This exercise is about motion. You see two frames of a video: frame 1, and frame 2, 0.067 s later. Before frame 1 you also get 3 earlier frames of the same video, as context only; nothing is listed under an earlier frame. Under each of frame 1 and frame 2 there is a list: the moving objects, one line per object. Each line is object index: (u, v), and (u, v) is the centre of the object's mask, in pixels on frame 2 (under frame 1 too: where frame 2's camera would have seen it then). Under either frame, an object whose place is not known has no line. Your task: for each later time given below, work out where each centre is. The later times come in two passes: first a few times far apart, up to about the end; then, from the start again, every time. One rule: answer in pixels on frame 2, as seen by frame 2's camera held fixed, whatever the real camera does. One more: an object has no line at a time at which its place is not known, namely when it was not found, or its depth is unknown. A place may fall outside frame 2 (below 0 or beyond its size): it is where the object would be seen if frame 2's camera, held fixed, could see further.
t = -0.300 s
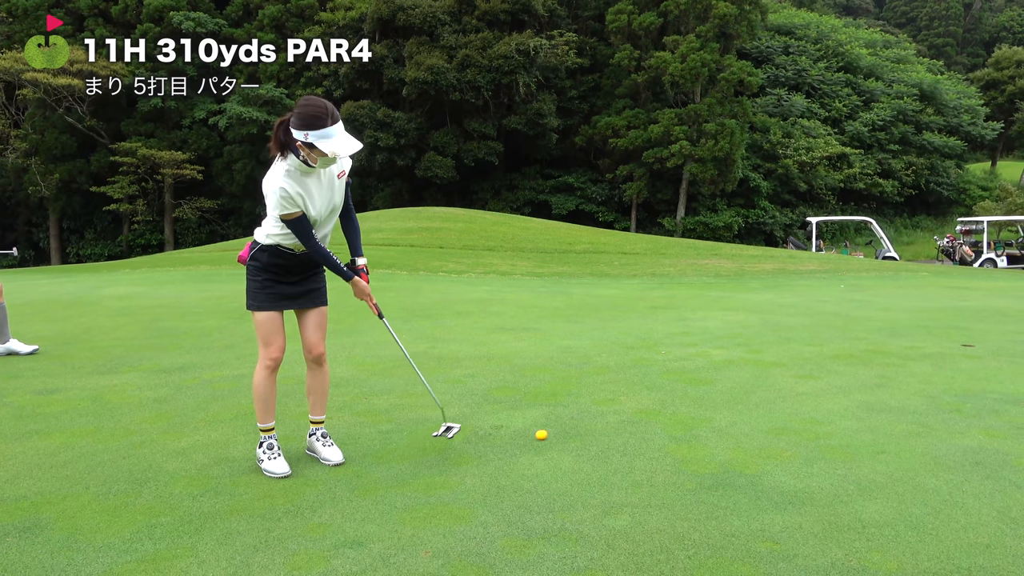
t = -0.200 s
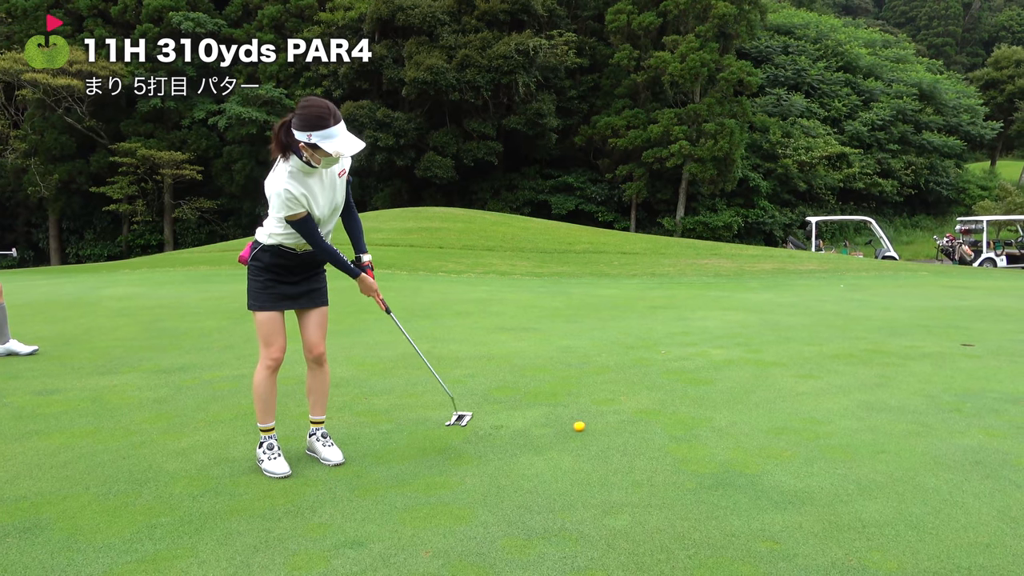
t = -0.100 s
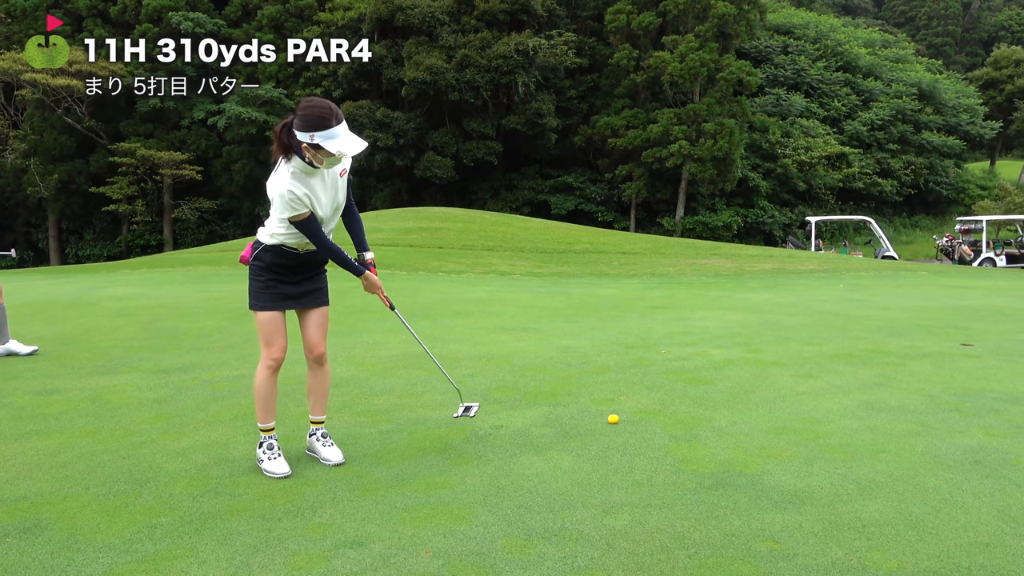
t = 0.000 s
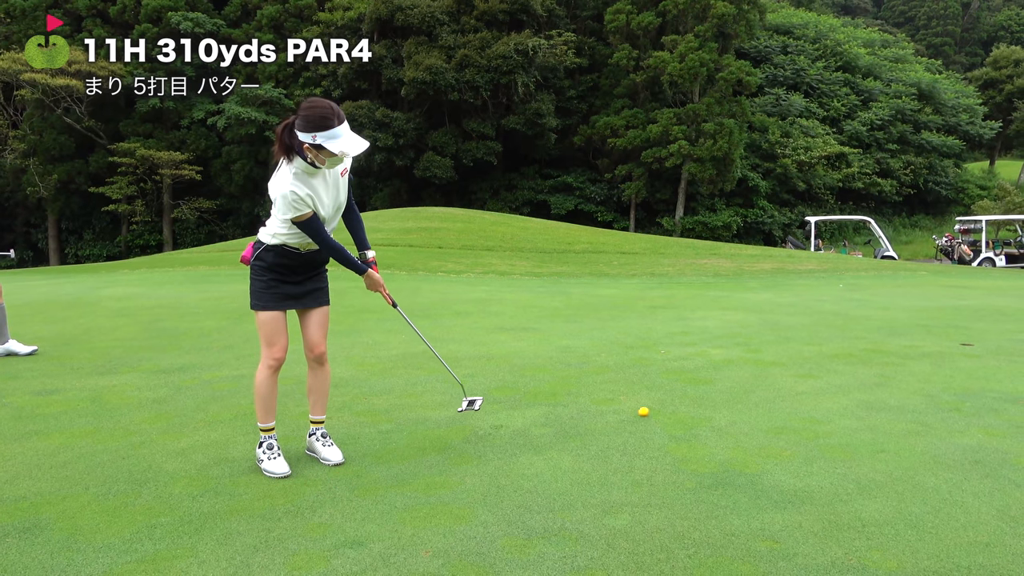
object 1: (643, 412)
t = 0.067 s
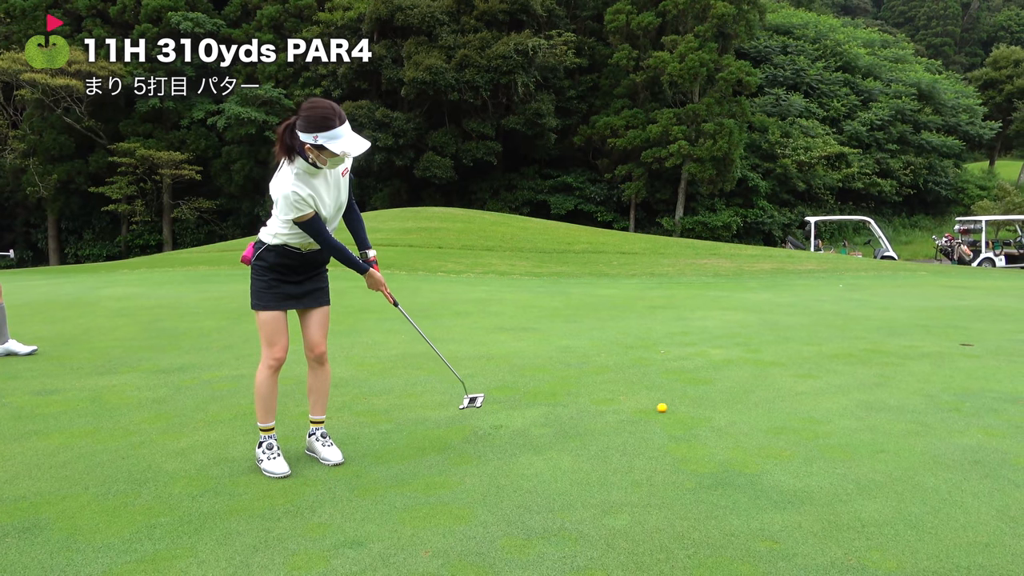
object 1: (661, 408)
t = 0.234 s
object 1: (703, 399)
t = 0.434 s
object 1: (744, 390)
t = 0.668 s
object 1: (783, 382)
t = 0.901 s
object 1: (814, 375)
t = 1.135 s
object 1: (838, 370)
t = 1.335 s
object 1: (854, 367)
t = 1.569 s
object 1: (868, 363)
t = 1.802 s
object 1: (878, 361)
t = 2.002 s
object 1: (884, 359)
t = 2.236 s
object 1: (888, 358)
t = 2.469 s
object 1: (889, 358)
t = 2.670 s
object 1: (890, 358)
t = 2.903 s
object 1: (890, 358)
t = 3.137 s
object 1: (890, 358)
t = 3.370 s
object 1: (890, 358)
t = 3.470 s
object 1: (890, 358)
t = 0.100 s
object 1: (671, 406)
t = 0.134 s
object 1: (679, 404)
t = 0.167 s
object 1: (687, 402)
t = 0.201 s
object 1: (695, 401)
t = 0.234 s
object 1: (703, 399)
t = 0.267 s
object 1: (711, 398)
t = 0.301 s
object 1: (718, 396)
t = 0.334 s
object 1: (725, 394)
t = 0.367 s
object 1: (731, 393)
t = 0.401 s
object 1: (738, 392)
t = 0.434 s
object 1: (744, 390)
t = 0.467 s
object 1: (750, 389)
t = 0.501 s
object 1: (756, 387)
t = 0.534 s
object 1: (762, 386)
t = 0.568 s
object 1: (768, 385)
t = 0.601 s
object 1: (773, 384)
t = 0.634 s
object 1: (778, 383)
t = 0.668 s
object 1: (783, 382)
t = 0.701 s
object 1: (788, 381)
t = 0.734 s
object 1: (793, 380)
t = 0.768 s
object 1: (797, 379)
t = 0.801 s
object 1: (802, 378)
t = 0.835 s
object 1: (806, 377)
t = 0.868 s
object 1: (810, 376)
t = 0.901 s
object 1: (814, 375)
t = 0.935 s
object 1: (818, 374)
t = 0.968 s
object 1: (822, 374)
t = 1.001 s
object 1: (825, 373)
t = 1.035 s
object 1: (828, 372)
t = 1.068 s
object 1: (831, 371)
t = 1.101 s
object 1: (835, 371)
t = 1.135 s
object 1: (838, 370)
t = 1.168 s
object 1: (841, 369)
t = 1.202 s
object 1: (843, 369)
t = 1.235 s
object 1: (846, 368)
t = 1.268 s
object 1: (849, 368)
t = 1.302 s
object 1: (851, 367)
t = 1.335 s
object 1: (854, 367)
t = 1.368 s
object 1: (856, 366)
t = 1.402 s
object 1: (858, 366)
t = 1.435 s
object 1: (860, 365)
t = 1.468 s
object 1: (862, 365)
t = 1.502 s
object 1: (865, 364)
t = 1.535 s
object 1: (866, 364)
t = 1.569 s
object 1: (868, 363)
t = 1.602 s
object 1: (870, 363)
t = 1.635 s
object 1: (871, 362)
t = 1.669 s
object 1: (873, 362)
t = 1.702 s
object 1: (874, 362)
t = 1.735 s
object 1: (876, 361)
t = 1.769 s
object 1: (877, 361)
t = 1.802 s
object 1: (878, 361)
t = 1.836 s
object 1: (879, 361)
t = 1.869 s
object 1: (880, 360)
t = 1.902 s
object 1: (881, 360)
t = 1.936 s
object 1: (882, 360)
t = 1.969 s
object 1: (883, 360)
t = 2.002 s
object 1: (884, 359)
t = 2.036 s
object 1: (885, 359)
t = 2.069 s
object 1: (885, 359)
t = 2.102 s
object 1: (886, 359)
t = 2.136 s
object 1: (886, 359)
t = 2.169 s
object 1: (887, 358)
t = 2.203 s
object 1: (887, 358)
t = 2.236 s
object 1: (888, 358)
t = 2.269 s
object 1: (888, 358)
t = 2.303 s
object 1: (889, 358)
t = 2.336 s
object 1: (889, 358)
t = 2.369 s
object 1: (889, 358)
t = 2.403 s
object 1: (889, 358)
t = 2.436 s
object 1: (889, 358)
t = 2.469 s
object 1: (889, 358)
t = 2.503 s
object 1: (890, 358)
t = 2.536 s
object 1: (890, 358)
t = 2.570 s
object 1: (890, 358)
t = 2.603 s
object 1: (890, 358)
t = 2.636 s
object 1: (890, 358)
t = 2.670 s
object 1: (890, 358)
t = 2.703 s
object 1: (890, 358)
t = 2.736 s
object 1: (890, 358)
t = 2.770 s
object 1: (890, 358)
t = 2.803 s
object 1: (890, 358)
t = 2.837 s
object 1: (890, 358)
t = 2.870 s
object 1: (890, 358)
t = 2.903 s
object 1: (890, 358)
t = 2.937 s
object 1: (890, 358)
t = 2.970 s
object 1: (890, 358)
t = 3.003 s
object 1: (890, 358)
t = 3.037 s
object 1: (890, 358)
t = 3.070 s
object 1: (890, 358)
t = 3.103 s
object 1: (890, 358)
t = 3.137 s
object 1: (890, 358)
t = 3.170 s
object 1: (890, 358)
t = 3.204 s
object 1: (890, 358)
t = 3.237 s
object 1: (890, 358)
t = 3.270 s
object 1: (890, 358)
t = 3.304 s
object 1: (890, 358)
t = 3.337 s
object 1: (890, 358)
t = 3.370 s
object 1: (890, 358)
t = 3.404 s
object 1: (890, 358)
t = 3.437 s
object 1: (890, 358)
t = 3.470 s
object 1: (890, 358)
